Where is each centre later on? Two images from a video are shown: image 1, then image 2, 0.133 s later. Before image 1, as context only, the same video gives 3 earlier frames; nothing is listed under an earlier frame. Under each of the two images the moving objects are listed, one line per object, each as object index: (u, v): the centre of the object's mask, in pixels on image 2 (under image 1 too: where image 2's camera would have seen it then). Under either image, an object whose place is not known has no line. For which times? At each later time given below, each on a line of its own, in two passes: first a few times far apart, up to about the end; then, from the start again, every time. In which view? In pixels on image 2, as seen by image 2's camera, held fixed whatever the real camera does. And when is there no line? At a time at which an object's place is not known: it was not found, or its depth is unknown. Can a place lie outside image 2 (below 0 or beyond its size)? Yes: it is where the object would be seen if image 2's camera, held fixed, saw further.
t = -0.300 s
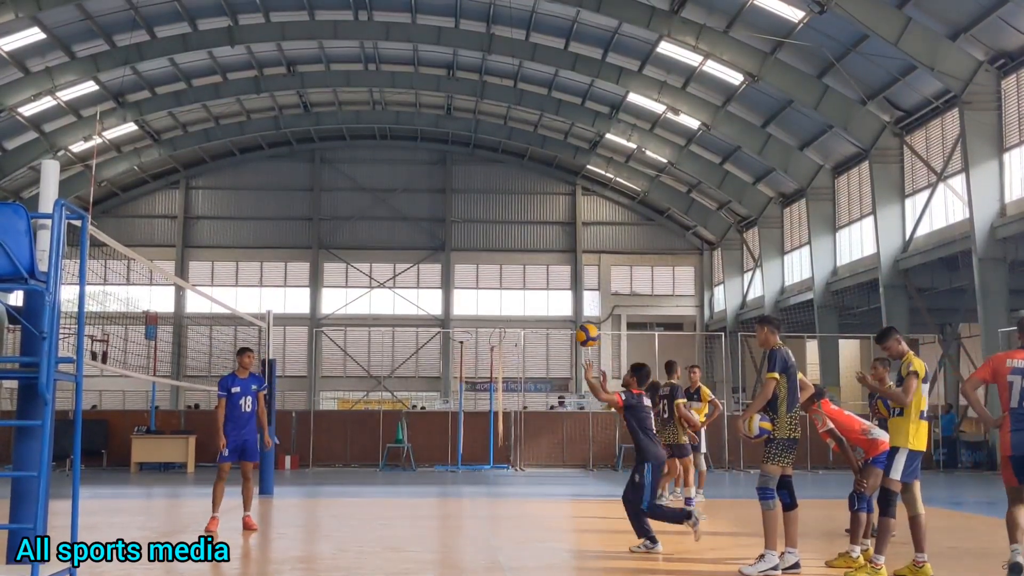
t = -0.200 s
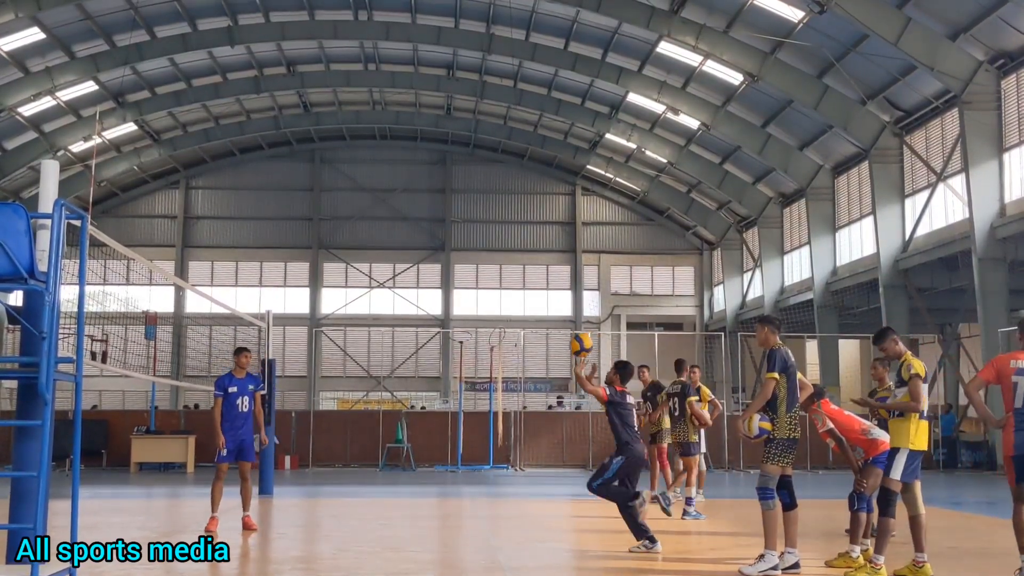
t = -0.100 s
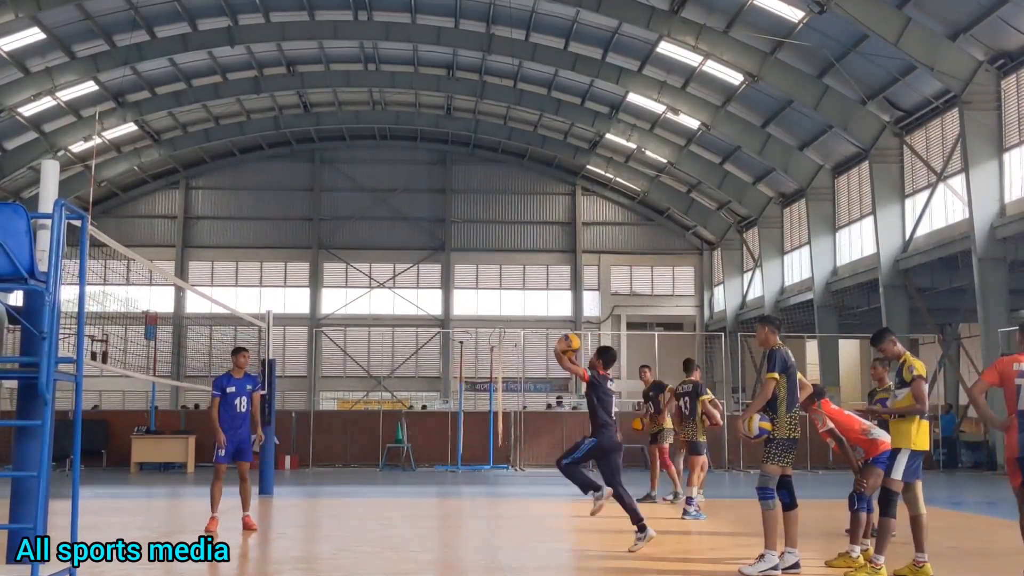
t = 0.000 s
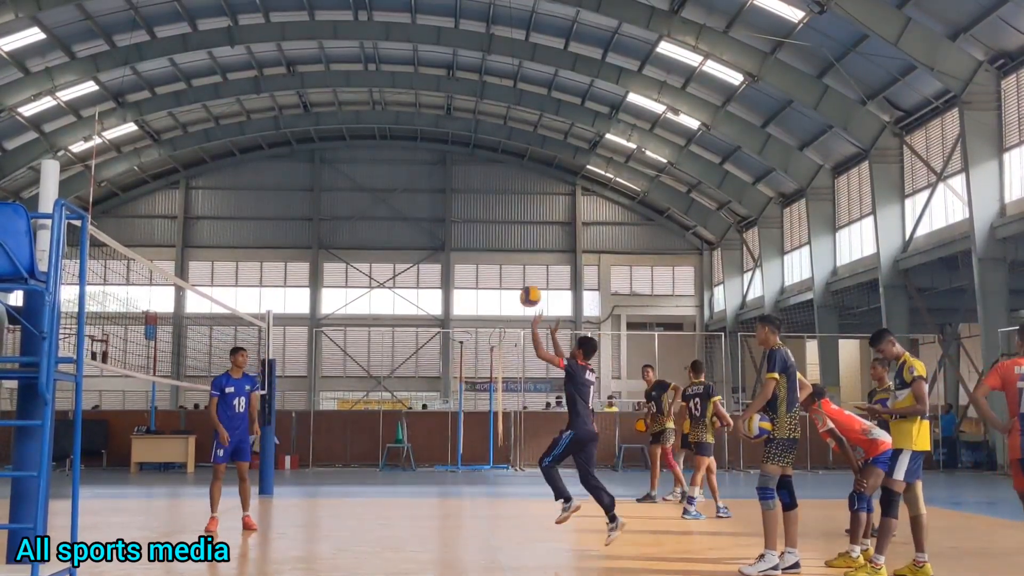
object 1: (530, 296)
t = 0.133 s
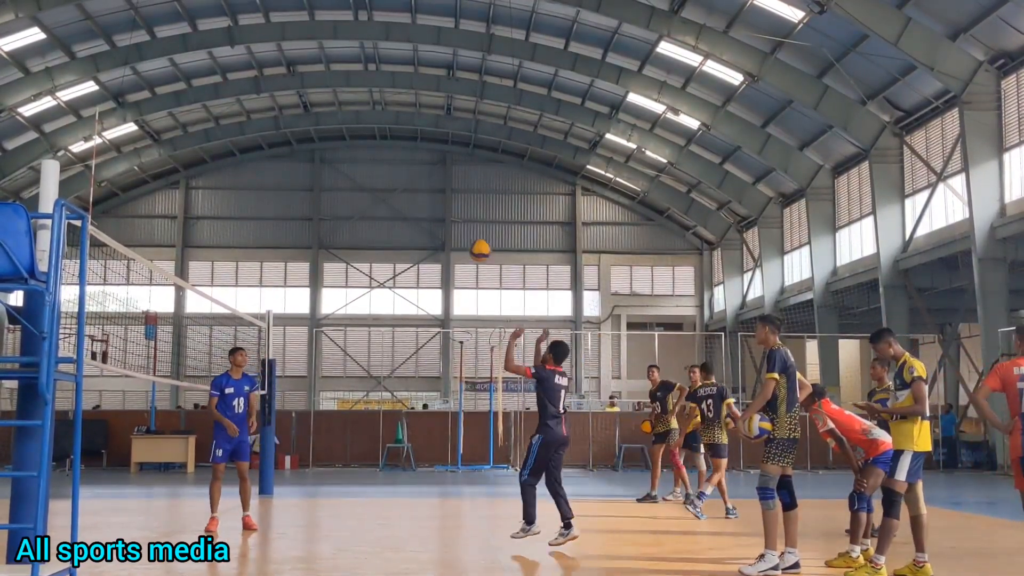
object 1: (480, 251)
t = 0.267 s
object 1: (432, 226)
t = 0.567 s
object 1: (333, 239)
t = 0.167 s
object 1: (467, 242)
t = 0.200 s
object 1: (455, 236)
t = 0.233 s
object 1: (444, 231)
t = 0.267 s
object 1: (432, 226)
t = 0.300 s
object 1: (421, 223)
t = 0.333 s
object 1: (409, 221)
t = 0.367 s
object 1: (398, 221)
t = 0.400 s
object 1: (387, 221)
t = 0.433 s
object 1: (376, 223)
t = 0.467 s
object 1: (365, 225)
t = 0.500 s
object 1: (354, 229)
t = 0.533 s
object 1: (343, 234)
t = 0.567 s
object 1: (333, 239)
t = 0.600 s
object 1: (323, 246)
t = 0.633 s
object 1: (313, 254)
